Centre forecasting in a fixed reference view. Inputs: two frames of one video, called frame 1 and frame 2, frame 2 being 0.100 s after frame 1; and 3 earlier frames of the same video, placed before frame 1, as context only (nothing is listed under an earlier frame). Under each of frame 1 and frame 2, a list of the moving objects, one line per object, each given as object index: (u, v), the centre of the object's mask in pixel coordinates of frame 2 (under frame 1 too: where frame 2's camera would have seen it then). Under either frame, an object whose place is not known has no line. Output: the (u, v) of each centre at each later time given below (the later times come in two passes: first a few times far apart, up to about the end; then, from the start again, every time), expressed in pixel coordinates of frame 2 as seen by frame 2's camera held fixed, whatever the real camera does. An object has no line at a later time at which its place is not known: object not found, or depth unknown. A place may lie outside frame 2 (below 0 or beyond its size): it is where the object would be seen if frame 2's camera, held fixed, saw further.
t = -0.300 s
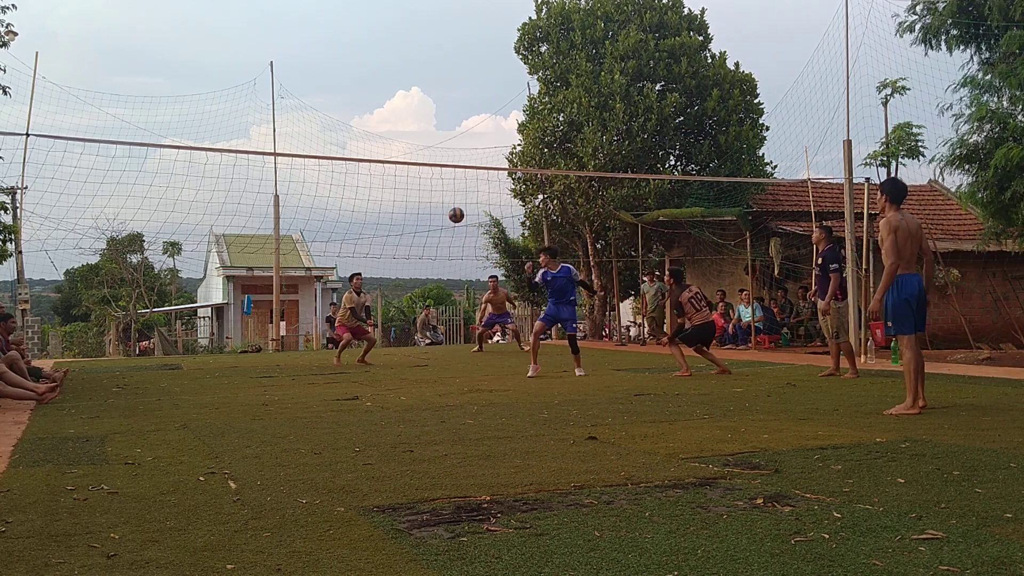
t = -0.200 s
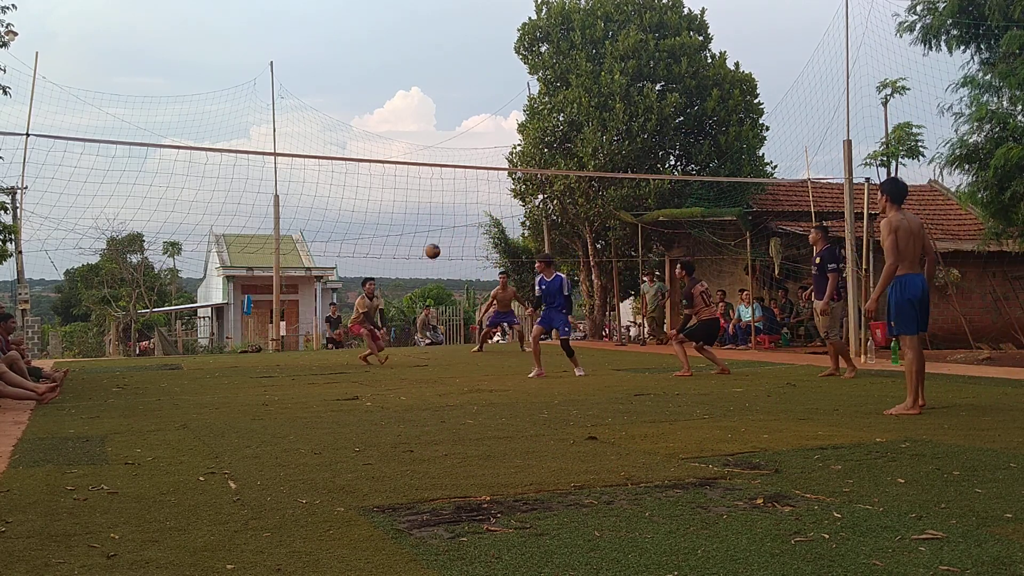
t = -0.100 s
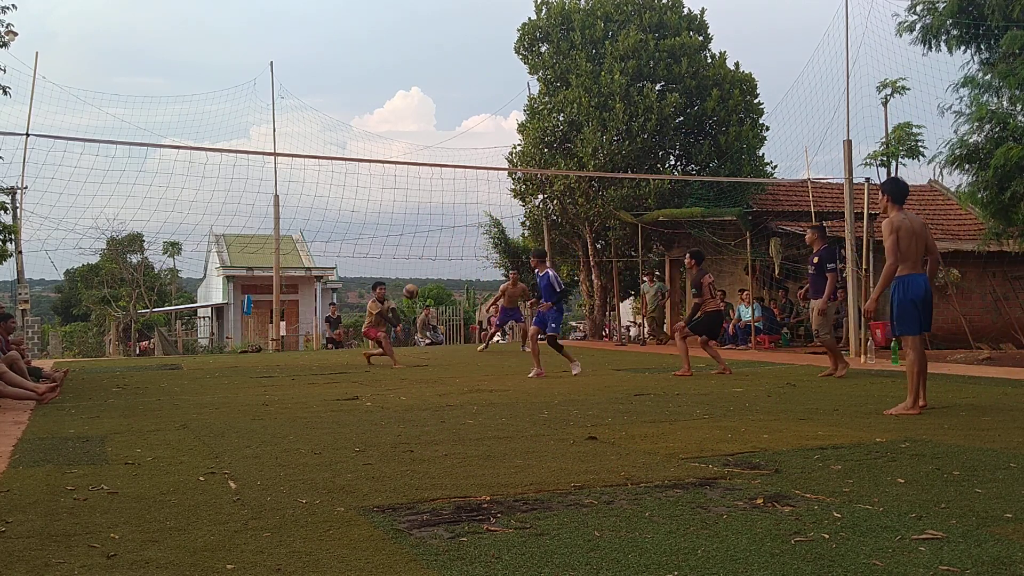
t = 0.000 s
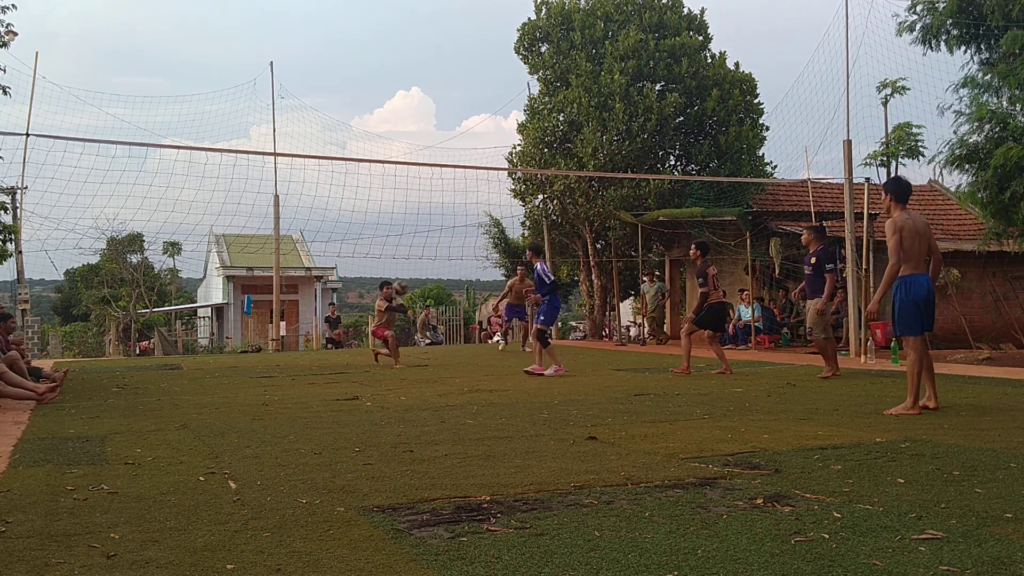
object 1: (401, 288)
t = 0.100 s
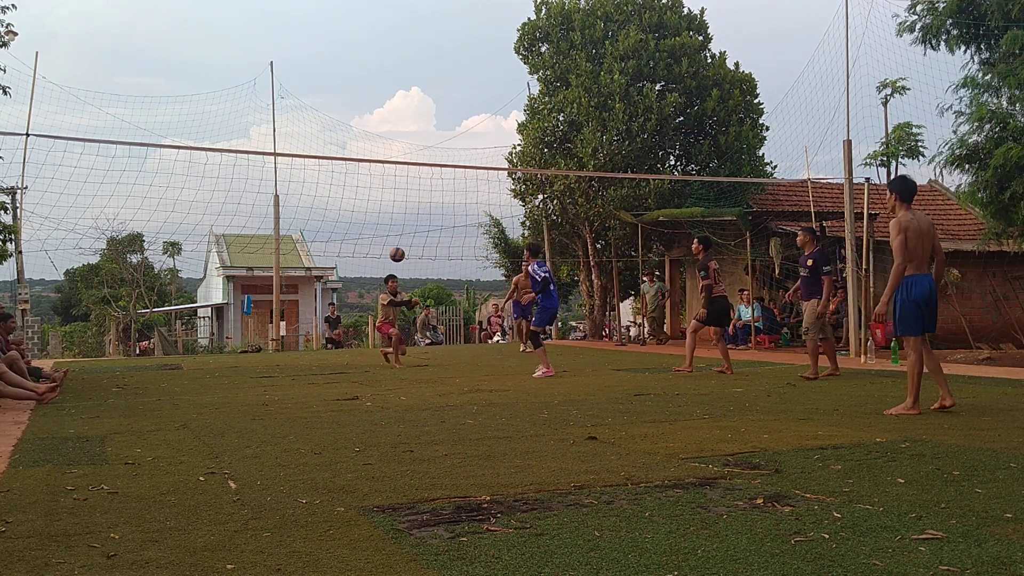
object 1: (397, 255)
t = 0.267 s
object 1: (391, 212)
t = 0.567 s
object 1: (377, 180)
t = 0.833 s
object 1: (364, 212)
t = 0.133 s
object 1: (396, 245)
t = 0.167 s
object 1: (395, 235)
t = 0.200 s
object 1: (393, 227)
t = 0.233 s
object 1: (392, 219)
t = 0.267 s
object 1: (391, 212)
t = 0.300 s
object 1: (389, 205)
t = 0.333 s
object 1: (388, 199)
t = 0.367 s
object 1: (386, 194)
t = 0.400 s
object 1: (385, 189)
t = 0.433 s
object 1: (383, 186)
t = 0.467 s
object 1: (382, 183)
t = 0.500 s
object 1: (380, 181)
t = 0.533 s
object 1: (379, 180)
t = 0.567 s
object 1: (377, 180)
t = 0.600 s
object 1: (376, 180)
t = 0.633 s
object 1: (374, 182)
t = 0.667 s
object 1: (372, 184)
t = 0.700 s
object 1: (370, 188)
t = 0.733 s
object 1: (369, 192)
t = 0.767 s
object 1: (367, 198)
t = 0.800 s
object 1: (365, 204)
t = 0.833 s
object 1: (364, 212)
